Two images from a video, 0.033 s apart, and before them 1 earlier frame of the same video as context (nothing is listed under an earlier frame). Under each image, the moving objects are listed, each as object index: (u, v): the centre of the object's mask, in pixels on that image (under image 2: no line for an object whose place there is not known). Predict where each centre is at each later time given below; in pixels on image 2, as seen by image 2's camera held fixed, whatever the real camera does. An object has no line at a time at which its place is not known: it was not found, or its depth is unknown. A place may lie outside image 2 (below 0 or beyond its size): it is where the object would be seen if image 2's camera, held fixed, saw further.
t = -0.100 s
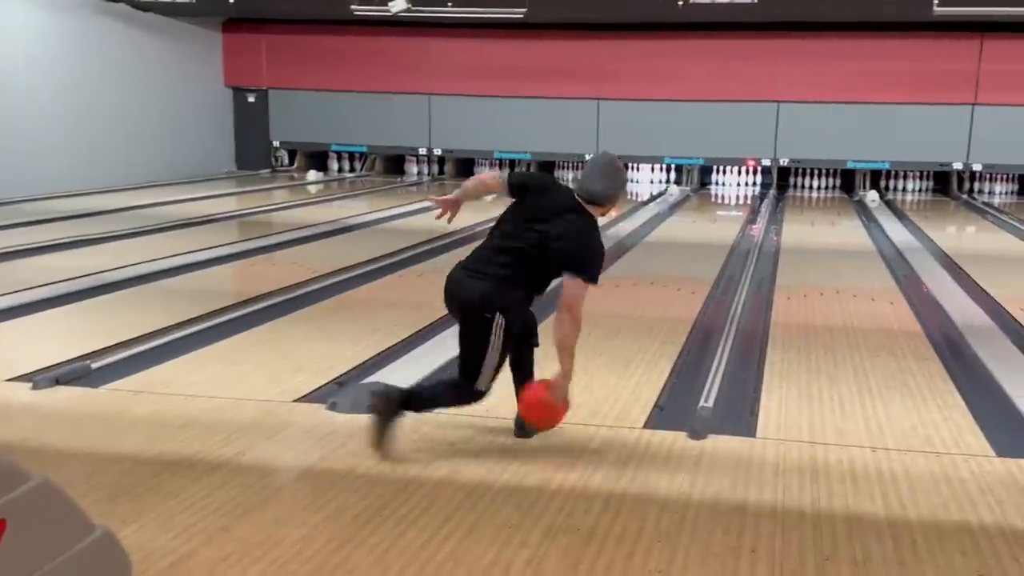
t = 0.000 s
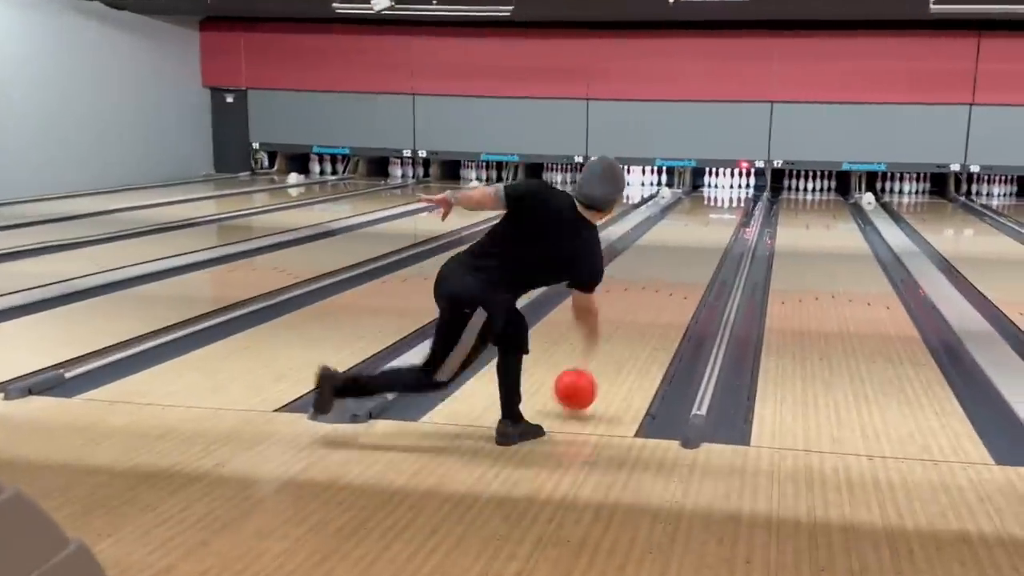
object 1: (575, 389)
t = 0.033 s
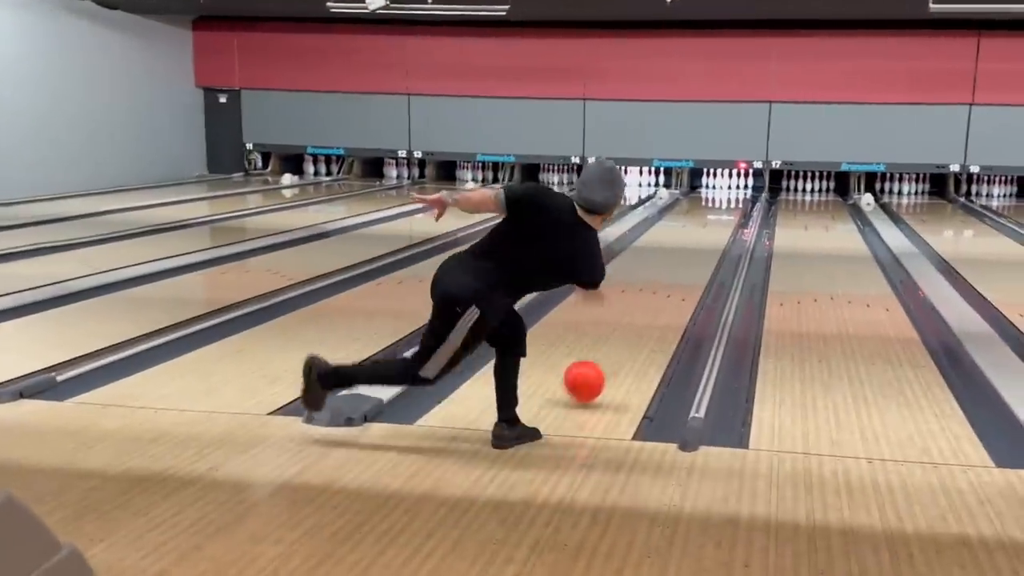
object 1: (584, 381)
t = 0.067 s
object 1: (594, 373)
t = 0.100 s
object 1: (604, 364)
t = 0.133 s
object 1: (613, 353)
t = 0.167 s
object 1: (621, 344)
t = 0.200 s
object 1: (629, 336)
